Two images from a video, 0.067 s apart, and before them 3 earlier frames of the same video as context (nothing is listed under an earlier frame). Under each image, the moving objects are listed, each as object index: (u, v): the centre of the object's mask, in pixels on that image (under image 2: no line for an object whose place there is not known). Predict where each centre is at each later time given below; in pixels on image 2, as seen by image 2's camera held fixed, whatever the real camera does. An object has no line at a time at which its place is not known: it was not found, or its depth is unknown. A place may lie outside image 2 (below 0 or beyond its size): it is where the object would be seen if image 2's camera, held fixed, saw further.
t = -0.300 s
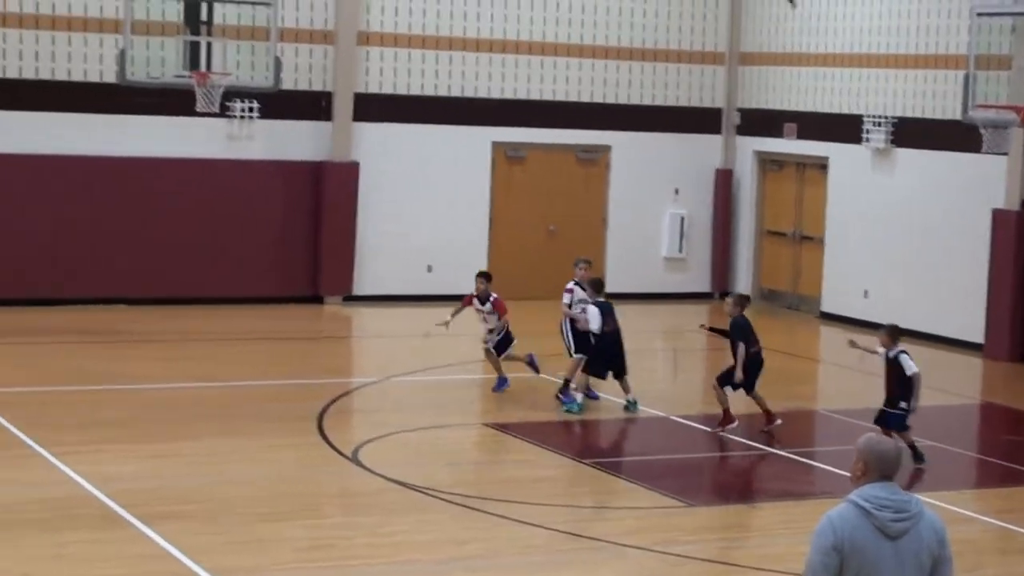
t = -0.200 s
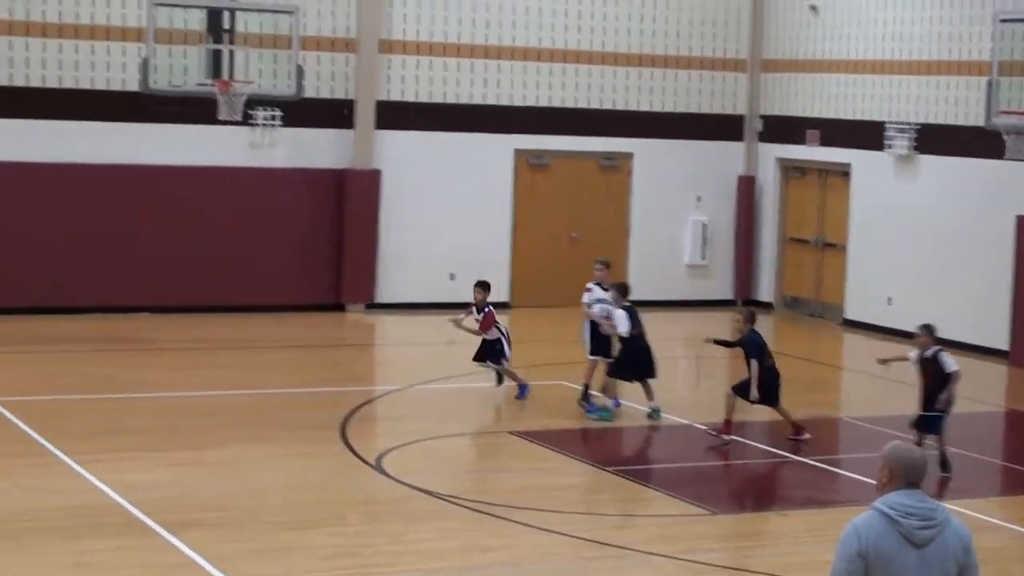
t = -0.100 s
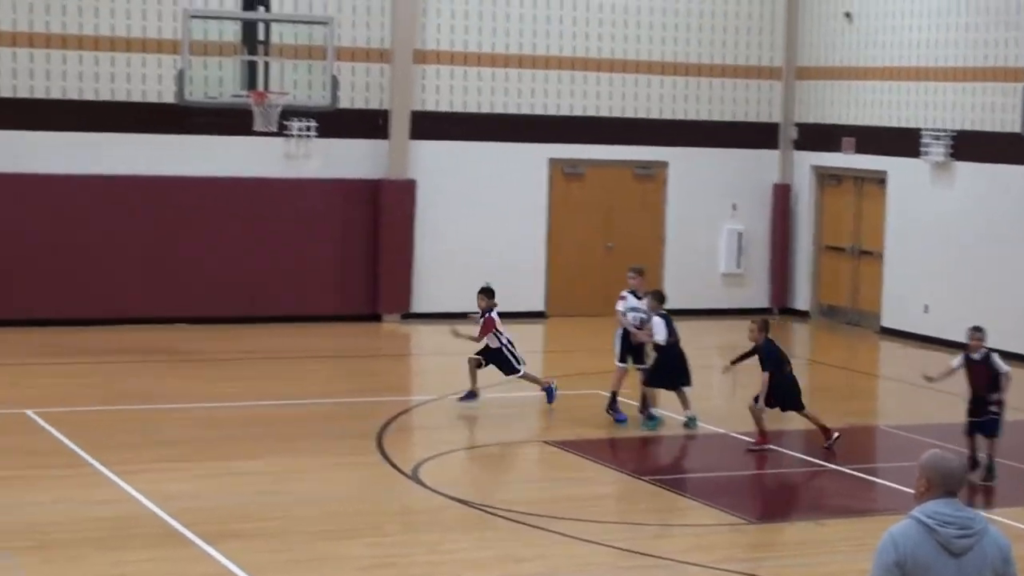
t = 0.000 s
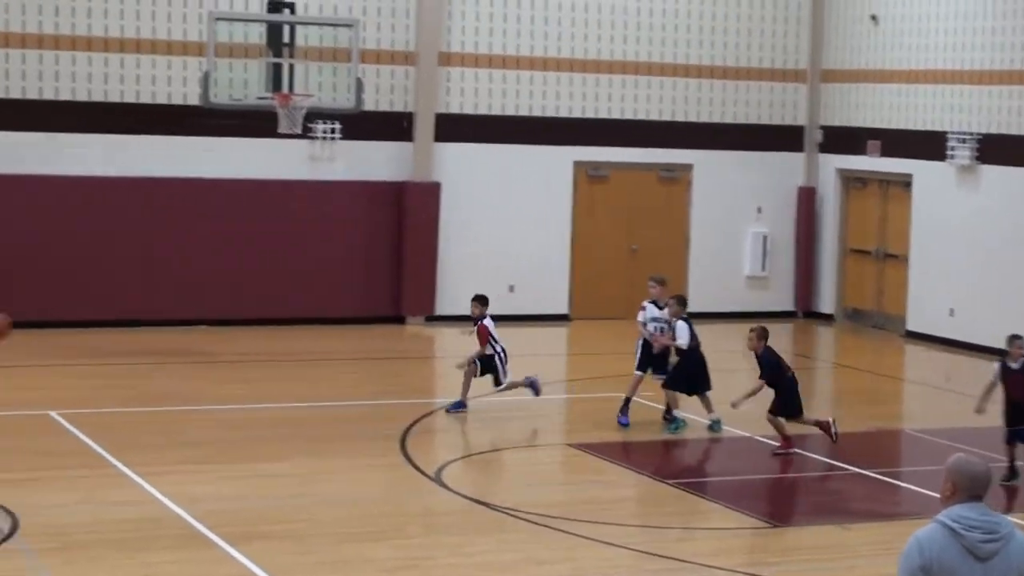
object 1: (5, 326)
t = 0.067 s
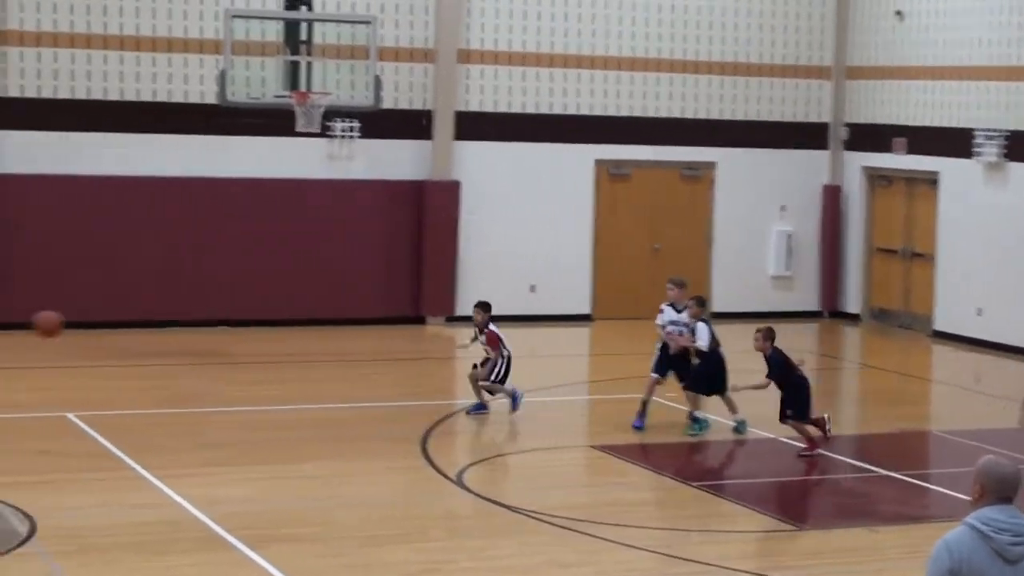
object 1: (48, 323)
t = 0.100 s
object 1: (64, 323)
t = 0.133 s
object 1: (81, 323)
